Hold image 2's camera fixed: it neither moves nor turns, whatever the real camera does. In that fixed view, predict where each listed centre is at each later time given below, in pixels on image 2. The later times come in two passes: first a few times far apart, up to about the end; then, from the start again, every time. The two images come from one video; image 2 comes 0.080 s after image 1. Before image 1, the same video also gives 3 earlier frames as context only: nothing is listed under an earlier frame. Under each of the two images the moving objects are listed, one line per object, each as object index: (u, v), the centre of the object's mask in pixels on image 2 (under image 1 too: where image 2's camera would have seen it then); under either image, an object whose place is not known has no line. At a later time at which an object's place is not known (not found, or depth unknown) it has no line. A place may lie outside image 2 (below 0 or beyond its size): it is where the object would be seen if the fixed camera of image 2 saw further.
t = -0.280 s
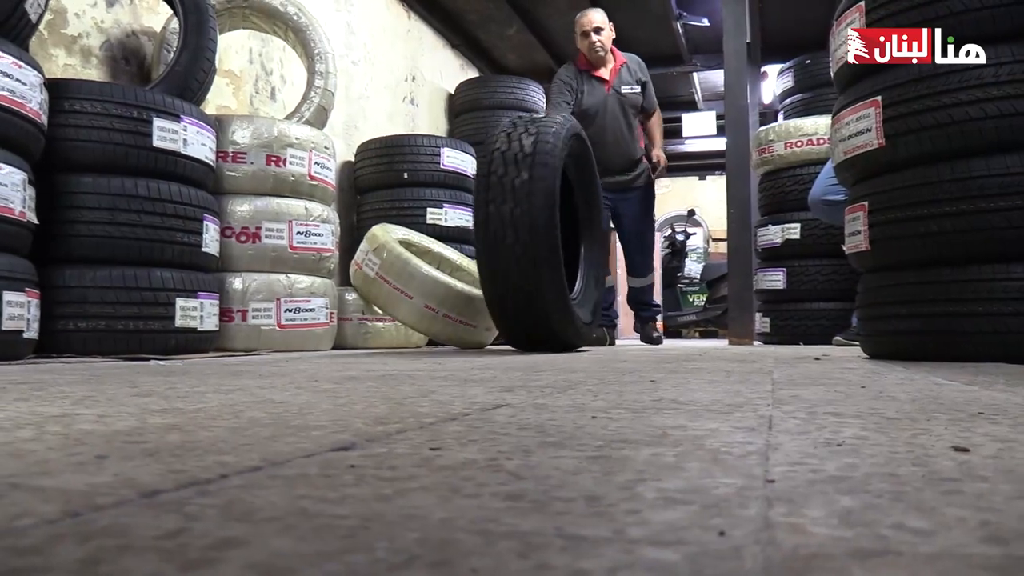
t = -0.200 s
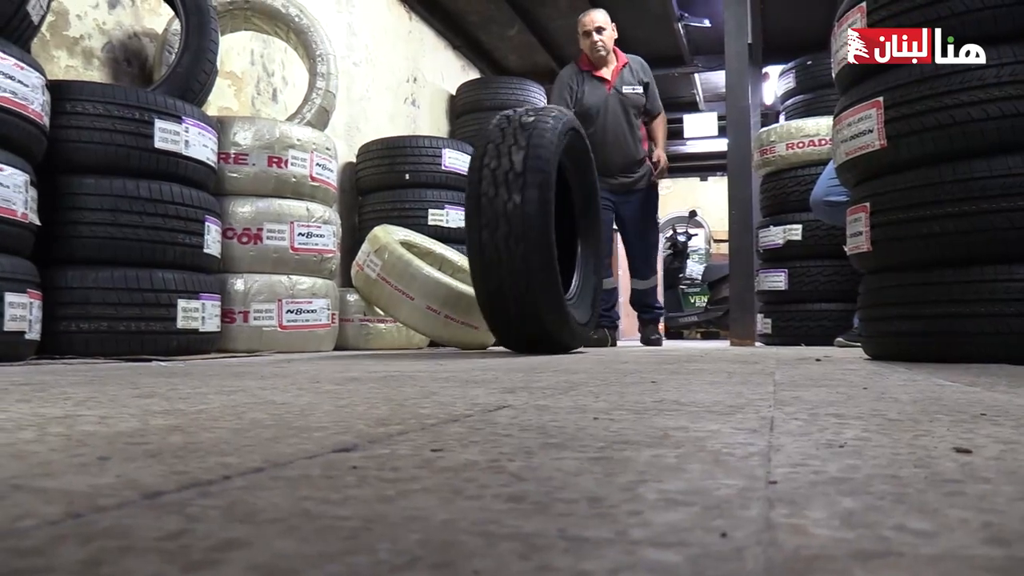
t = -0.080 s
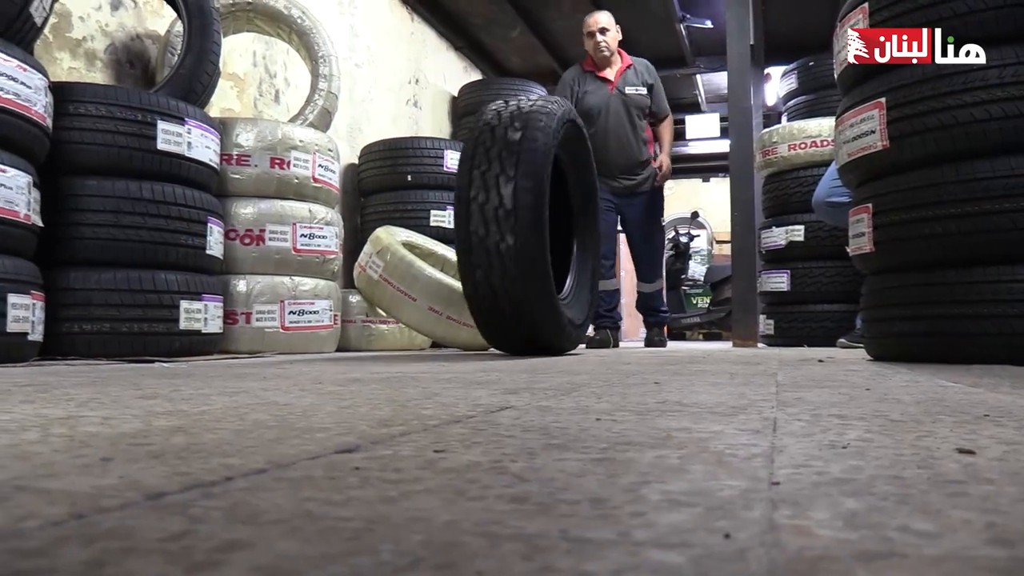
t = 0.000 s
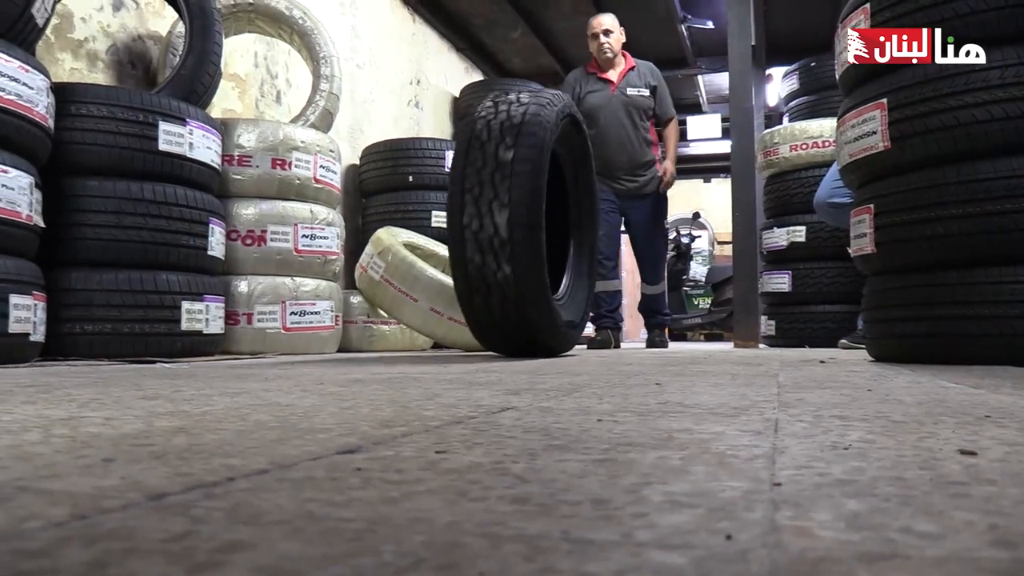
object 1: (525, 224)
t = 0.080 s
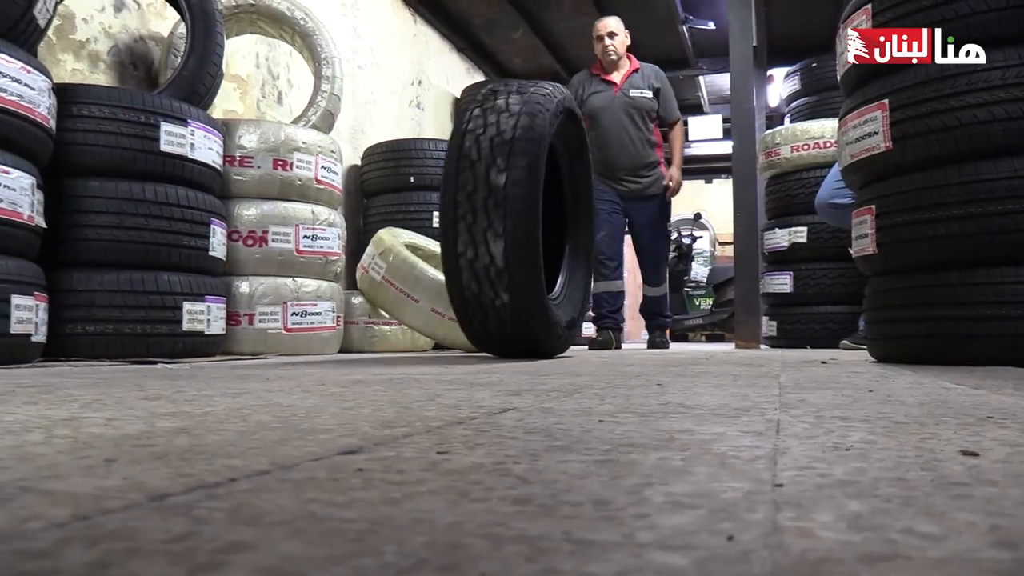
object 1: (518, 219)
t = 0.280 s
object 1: (497, 209)
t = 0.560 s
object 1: (451, 194)
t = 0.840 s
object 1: (396, 176)
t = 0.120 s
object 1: (514, 218)
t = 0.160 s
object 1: (511, 216)
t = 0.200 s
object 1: (506, 213)
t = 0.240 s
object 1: (502, 211)
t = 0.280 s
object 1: (497, 209)
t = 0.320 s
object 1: (491, 207)
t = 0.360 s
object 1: (485, 205)
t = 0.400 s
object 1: (479, 203)
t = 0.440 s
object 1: (473, 201)
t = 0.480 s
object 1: (466, 198)
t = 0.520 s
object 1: (459, 196)
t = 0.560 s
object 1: (451, 194)
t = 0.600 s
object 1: (444, 191)
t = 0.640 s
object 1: (436, 187)
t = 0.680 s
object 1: (428, 184)
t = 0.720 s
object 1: (420, 181)
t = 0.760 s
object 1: (412, 179)
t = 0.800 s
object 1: (404, 177)
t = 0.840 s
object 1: (396, 176)
